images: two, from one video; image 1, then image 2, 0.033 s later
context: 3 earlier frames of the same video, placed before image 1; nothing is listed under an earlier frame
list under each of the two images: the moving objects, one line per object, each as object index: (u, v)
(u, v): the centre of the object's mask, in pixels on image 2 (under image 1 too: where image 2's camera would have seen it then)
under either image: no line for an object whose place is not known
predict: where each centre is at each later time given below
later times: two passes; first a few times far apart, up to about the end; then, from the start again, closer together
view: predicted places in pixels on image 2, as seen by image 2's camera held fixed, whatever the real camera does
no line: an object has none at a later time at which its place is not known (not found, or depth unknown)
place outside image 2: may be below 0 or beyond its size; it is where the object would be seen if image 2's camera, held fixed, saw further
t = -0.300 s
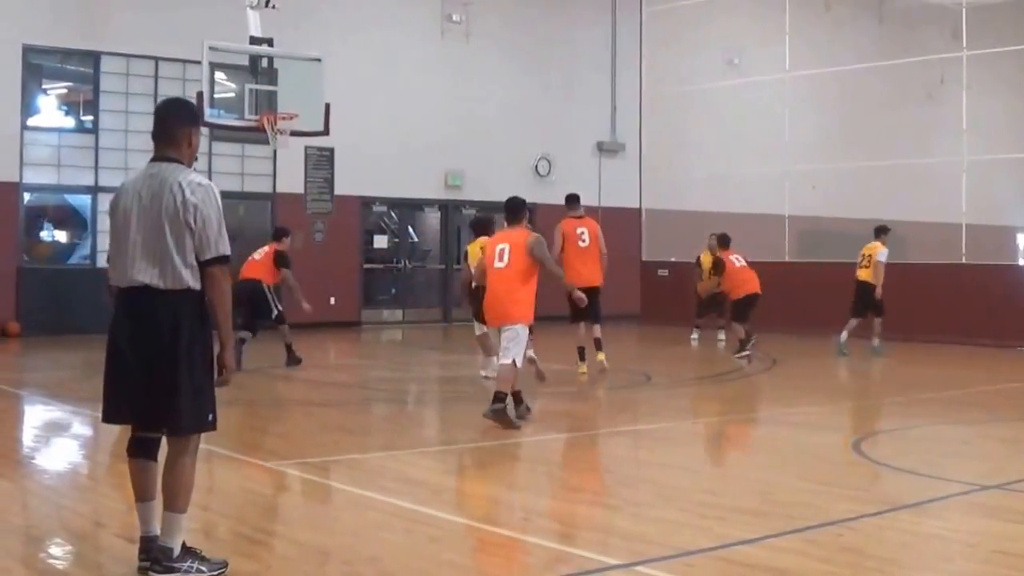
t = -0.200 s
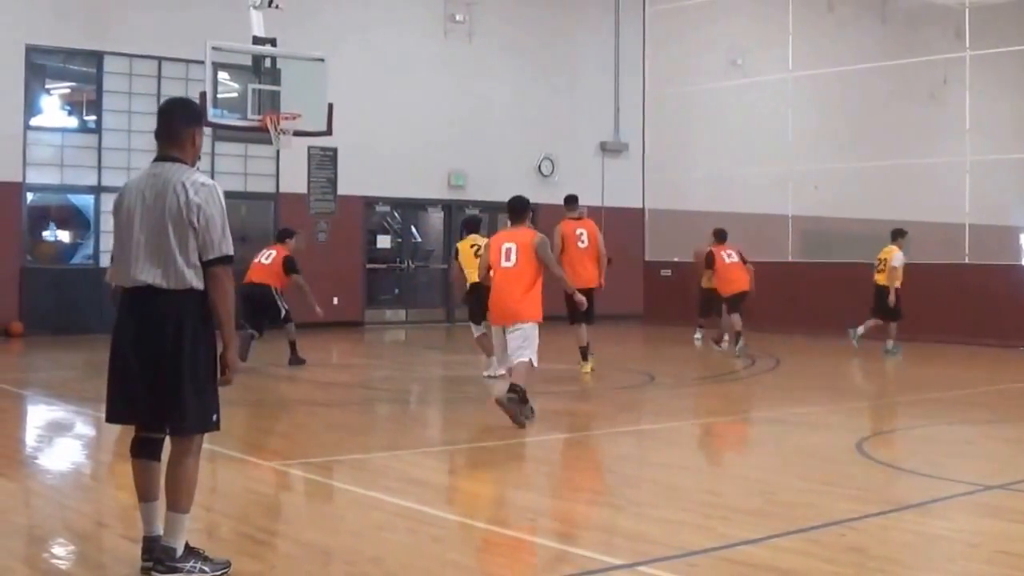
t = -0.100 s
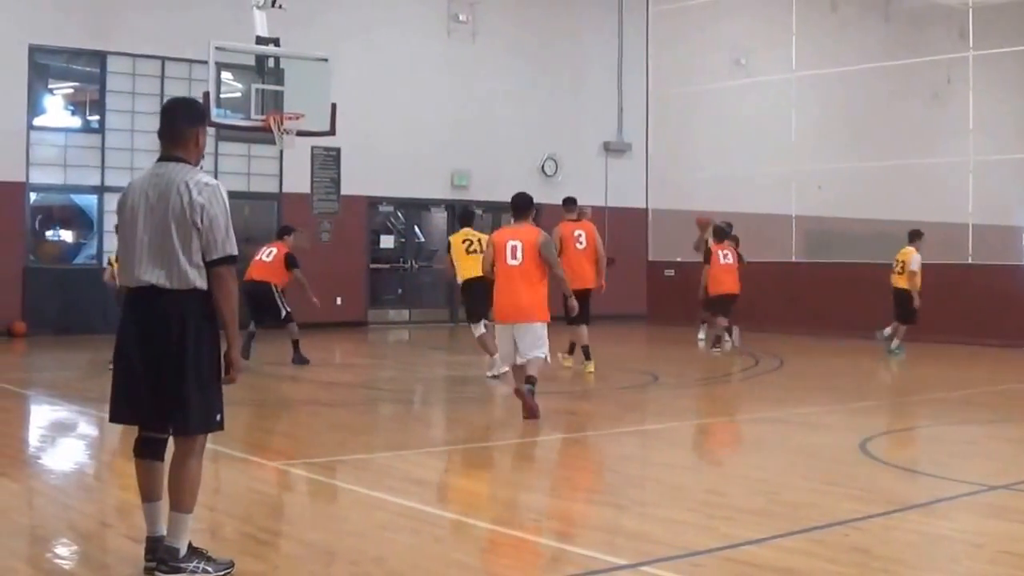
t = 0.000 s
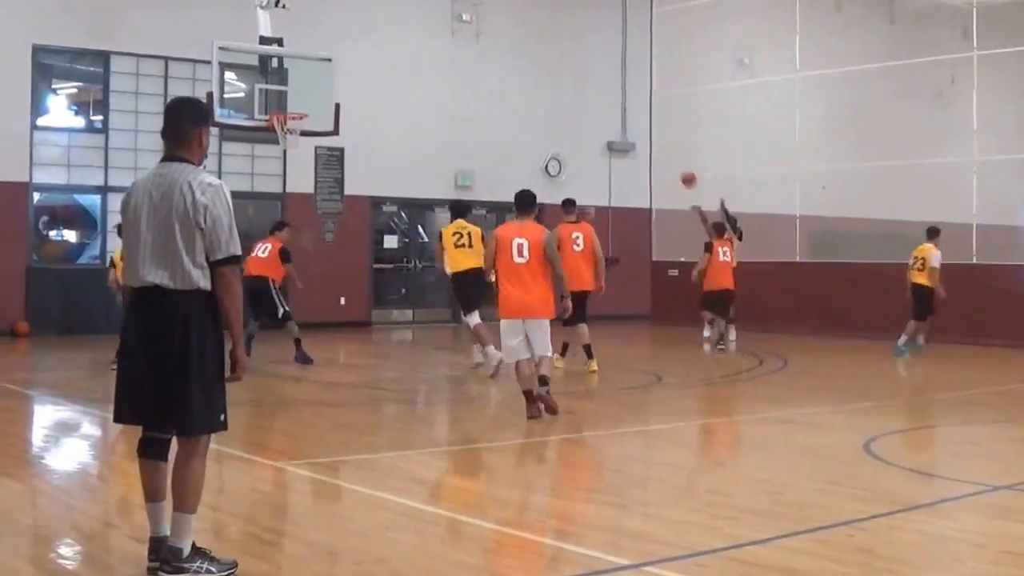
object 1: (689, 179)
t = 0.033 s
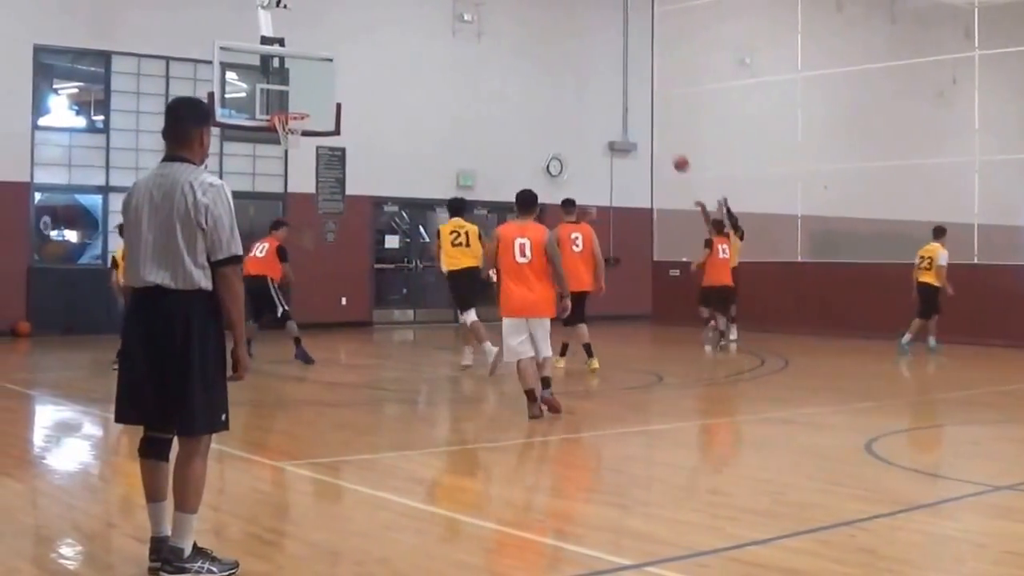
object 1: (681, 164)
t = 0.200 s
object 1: (635, 97)
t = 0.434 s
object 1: (570, 32)
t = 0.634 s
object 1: (511, 4)
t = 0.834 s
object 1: (450, 4)
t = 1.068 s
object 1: (374, 33)
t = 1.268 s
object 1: (307, 96)
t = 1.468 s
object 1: (263, 85)
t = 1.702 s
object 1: (214, 92)
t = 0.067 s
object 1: (671, 149)
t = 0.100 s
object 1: (663, 136)
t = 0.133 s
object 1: (653, 122)
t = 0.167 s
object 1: (645, 109)
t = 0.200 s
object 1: (635, 97)
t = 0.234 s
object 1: (626, 85)
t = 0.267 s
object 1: (617, 75)
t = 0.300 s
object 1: (608, 65)
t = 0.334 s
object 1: (598, 55)
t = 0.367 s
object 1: (589, 47)
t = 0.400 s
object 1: (579, 39)
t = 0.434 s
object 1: (570, 32)
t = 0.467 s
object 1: (560, 25)
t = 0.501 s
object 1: (550, 19)
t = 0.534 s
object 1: (541, 13)
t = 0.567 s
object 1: (531, 9)
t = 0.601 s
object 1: (521, 6)
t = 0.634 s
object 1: (511, 4)
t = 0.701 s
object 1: (490, 3)
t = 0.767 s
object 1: (470, 2)
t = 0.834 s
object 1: (450, 4)
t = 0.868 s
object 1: (438, 4)
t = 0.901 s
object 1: (428, 6)
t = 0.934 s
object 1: (417, 8)
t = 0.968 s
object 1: (406, 14)
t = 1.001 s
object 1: (396, 19)
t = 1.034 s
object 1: (384, 26)
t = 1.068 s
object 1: (374, 33)
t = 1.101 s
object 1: (363, 42)
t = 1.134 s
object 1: (352, 51)
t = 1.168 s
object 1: (341, 61)
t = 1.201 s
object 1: (330, 72)
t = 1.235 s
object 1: (318, 84)
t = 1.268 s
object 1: (307, 96)
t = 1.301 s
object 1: (297, 105)
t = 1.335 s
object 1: (291, 99)
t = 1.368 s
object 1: (284, 95)
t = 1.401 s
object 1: (278, 91)
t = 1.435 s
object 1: (270, 88)
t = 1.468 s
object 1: (263, 85)
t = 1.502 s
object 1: (257, 84)
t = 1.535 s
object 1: (249, 83)
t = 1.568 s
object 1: (242, 83)
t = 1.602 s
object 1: (235, 84)
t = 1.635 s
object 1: (227, 86)
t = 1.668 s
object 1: (219, 89)
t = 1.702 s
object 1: (214, 92)
